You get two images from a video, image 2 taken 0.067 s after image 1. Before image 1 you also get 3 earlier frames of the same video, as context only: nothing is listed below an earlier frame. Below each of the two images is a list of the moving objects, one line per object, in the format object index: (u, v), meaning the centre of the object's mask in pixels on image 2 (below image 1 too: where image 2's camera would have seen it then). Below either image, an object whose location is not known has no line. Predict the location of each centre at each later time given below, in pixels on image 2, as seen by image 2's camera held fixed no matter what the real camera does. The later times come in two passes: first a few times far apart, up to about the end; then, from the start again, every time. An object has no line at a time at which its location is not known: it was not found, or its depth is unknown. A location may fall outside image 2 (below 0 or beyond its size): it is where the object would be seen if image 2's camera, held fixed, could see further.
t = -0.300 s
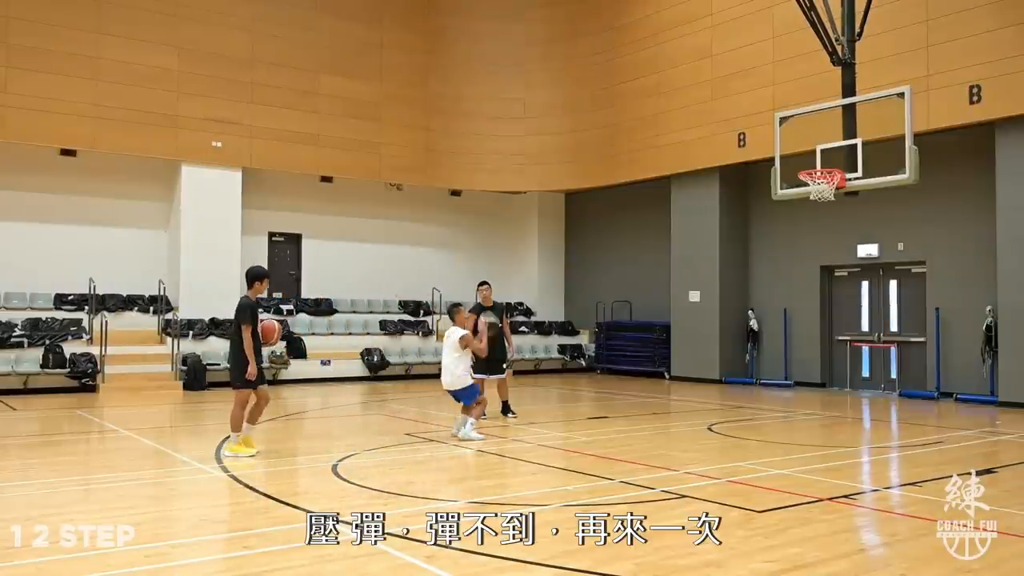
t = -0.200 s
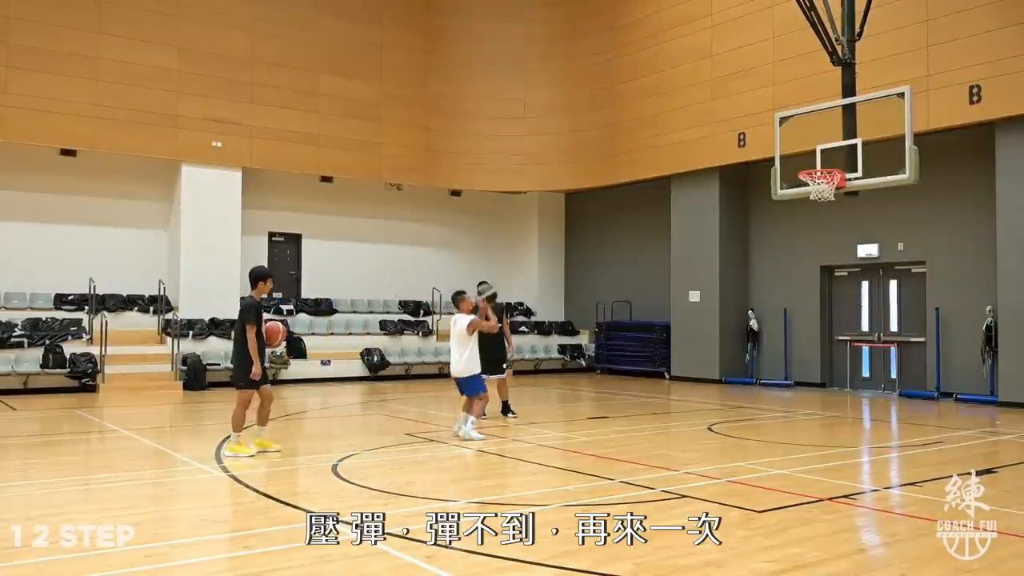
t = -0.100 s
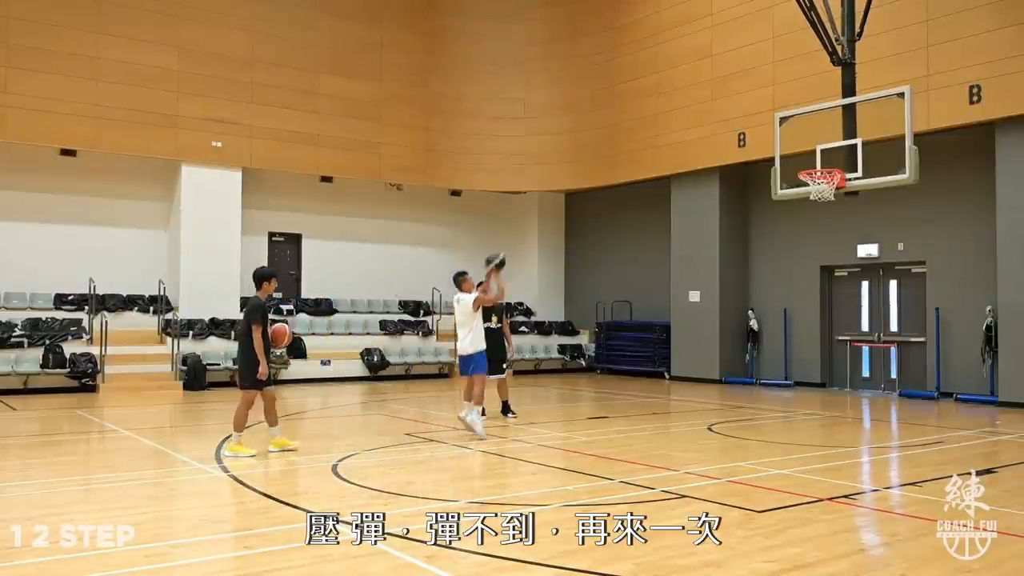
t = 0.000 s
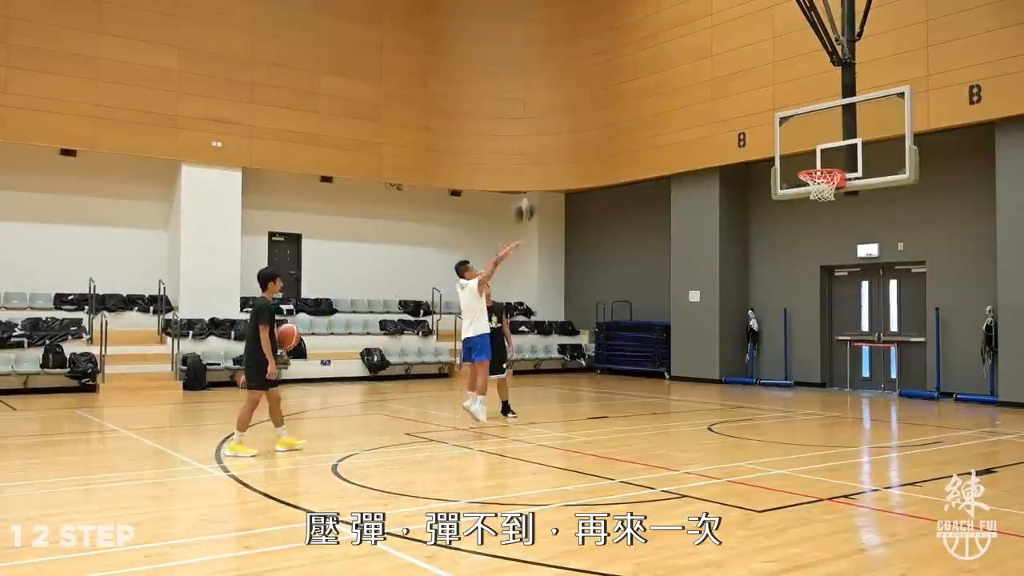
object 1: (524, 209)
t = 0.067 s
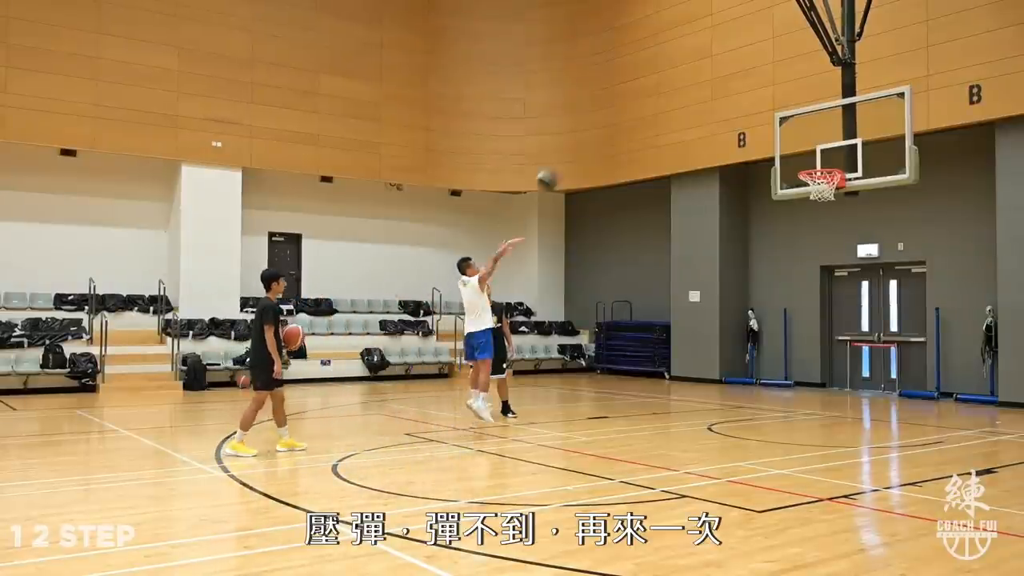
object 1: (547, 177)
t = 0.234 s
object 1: (605, 116)
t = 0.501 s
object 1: (695, 74)
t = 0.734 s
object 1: (770, 87)
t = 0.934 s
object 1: (831, 131)
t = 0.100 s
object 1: (558, 164)
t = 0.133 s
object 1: (571, 150)
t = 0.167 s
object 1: (582, 138)
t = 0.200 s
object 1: (594, 127)
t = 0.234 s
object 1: (605, 116)
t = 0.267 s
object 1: (616, 109)
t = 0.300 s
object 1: (628, 101)
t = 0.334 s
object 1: (639, 94)
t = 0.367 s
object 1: (649, 87)
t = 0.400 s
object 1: (661, 84)
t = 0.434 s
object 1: (672, 81)
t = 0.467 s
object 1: (683, 77)
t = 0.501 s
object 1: (695, 74)
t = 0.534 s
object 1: (706, 73)
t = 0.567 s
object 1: (716, 72)
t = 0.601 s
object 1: (727, 76)
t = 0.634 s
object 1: (739, 77)
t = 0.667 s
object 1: (748, 79)
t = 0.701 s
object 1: (758, 83)
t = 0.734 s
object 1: (770, 87)
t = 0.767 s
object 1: (780, 93)
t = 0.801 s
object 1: (791, 99)
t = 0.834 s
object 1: (801, 106)
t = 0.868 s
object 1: (811, 114)
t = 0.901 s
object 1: (822, 123)
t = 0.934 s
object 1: (831, 131)
